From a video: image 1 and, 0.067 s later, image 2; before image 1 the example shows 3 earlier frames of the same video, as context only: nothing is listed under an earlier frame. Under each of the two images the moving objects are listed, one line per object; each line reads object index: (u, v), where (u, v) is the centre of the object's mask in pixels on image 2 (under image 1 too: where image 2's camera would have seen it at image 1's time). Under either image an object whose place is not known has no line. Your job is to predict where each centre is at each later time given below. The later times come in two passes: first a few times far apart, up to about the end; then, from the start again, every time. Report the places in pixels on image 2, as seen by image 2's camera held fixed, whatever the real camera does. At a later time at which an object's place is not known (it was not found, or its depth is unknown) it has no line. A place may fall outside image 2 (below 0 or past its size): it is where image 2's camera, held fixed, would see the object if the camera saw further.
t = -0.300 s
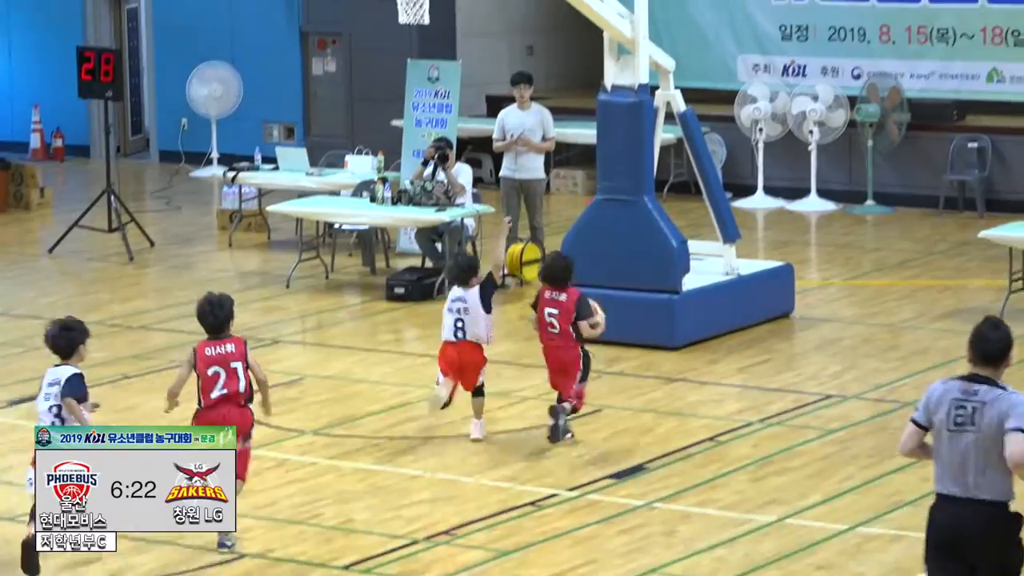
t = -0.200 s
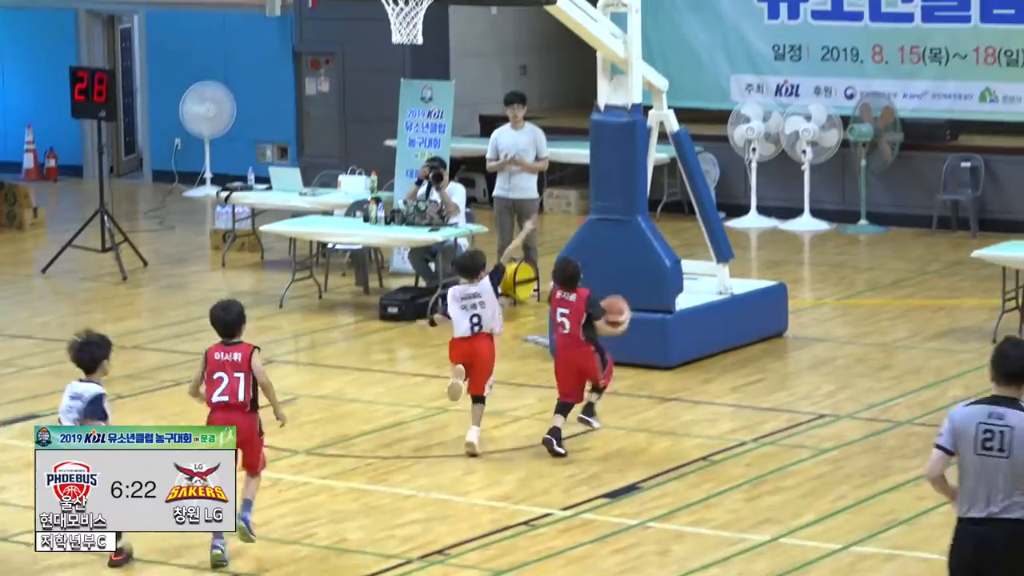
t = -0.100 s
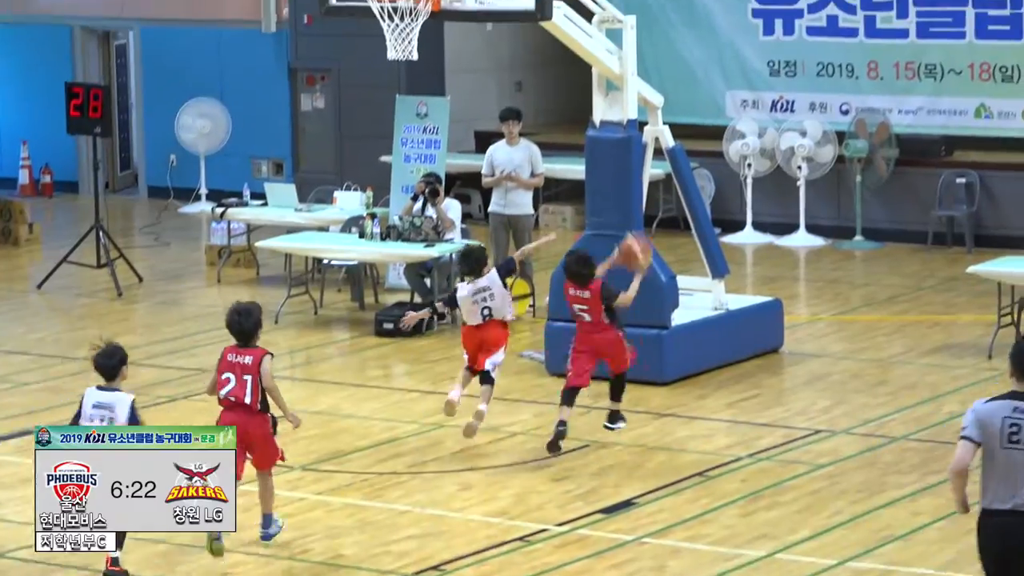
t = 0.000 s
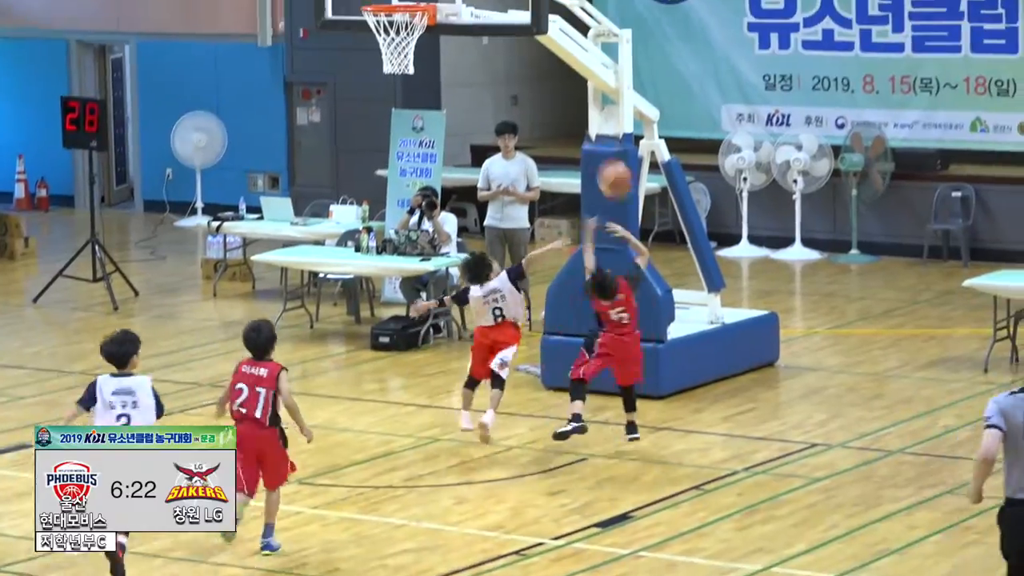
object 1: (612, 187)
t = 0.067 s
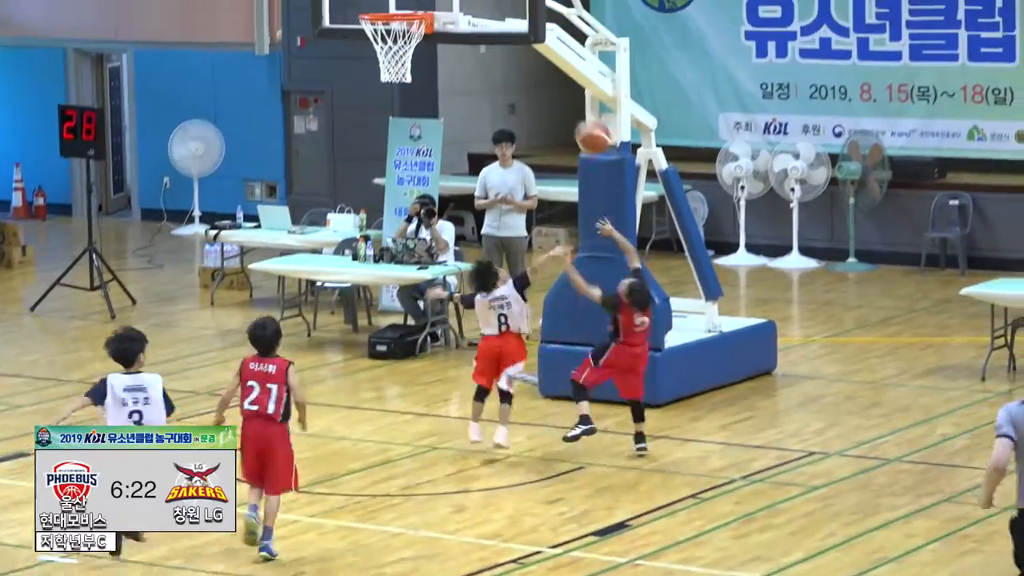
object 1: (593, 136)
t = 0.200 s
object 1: (556, 58)
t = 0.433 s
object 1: (494, -25)
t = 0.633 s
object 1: (442, -30)
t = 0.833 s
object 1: (395, 21)
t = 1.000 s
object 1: (368, 69)
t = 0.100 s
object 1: (583, 114)
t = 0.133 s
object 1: (574, 94)
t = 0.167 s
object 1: (565, 76)
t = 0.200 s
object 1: (556, 58)
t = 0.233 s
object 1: (546, 39)
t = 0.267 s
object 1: (538, 25)
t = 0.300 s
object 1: (530, 12)
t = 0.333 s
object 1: (521, 0)
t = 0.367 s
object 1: (512, -10)
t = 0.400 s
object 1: (503, -18)
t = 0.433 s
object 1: (494, -25)
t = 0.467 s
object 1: (486, -30)
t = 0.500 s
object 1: (477, -34)
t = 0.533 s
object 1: (469, -36)
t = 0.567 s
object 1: (460, -36)
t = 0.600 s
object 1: (451, -33)
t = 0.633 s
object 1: (442, -30)
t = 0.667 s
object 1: (433, -26)
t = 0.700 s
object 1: (426, -20)
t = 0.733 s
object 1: (417, -12)
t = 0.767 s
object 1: (409, -4)
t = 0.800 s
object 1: (403, 4)
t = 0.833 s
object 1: (395, 21)
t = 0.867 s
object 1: (385, 36)
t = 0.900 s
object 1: (378, 50)
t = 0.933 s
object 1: (376, 62)
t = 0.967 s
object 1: (372, 63)
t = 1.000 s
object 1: (368, 69)
